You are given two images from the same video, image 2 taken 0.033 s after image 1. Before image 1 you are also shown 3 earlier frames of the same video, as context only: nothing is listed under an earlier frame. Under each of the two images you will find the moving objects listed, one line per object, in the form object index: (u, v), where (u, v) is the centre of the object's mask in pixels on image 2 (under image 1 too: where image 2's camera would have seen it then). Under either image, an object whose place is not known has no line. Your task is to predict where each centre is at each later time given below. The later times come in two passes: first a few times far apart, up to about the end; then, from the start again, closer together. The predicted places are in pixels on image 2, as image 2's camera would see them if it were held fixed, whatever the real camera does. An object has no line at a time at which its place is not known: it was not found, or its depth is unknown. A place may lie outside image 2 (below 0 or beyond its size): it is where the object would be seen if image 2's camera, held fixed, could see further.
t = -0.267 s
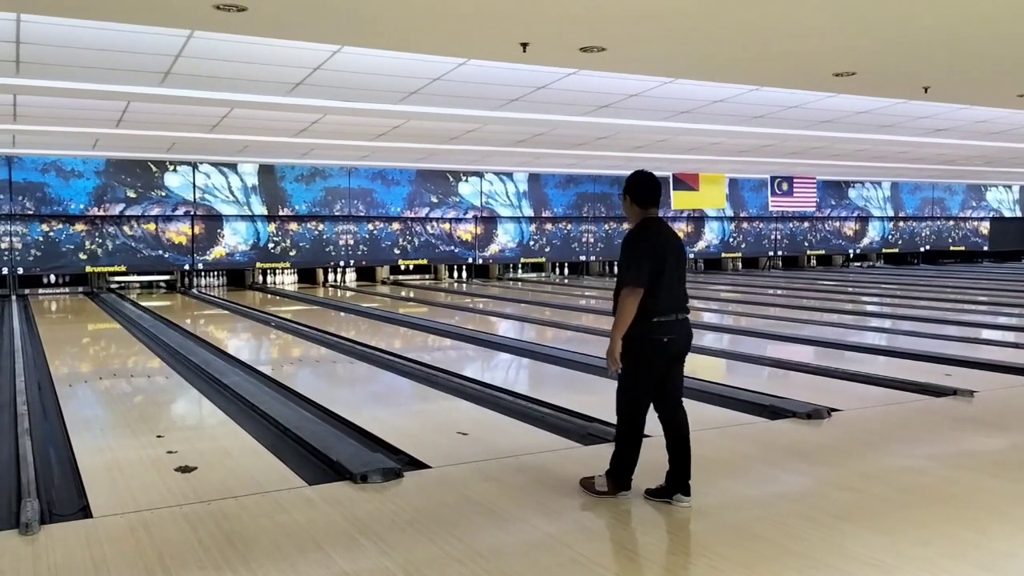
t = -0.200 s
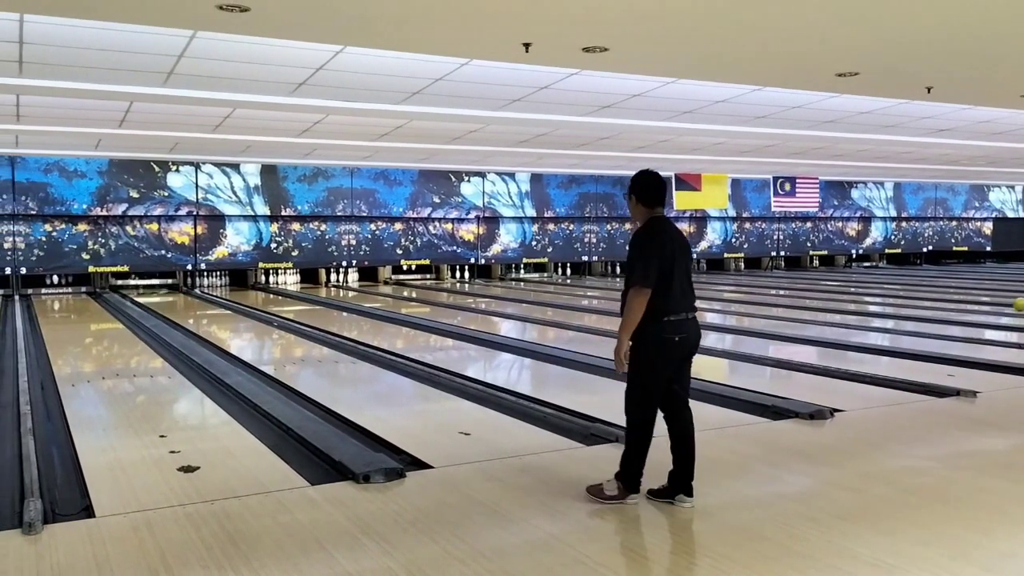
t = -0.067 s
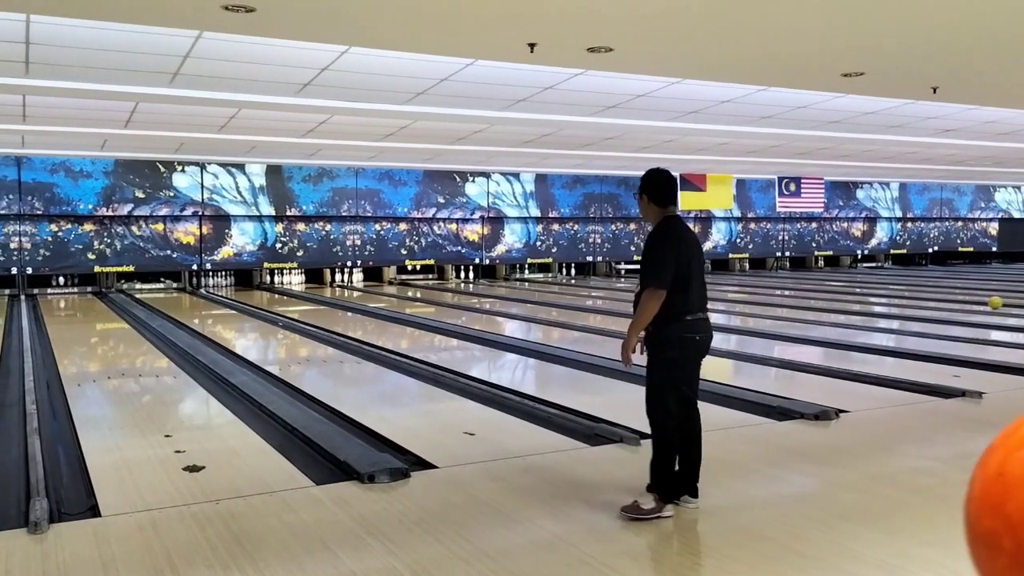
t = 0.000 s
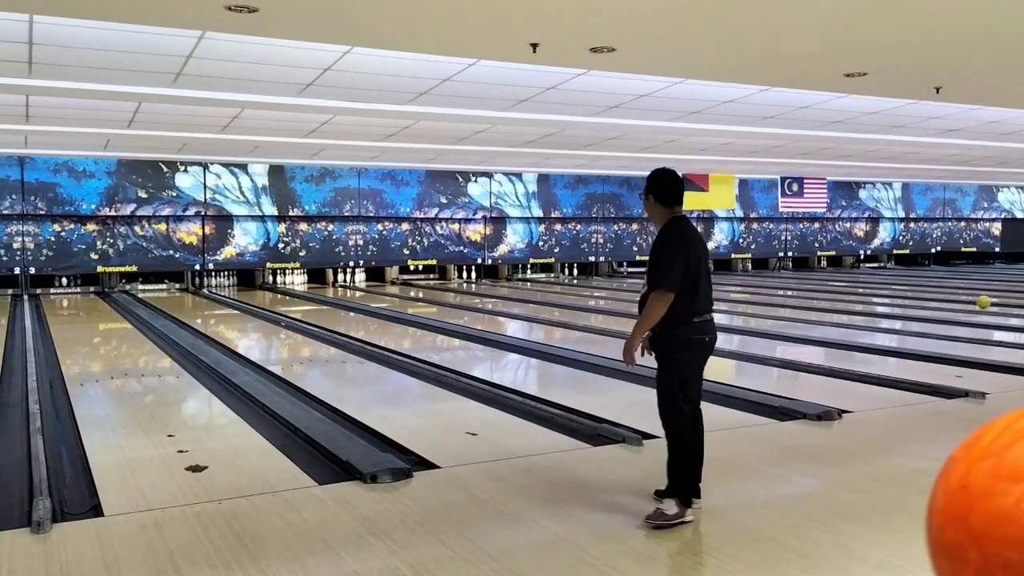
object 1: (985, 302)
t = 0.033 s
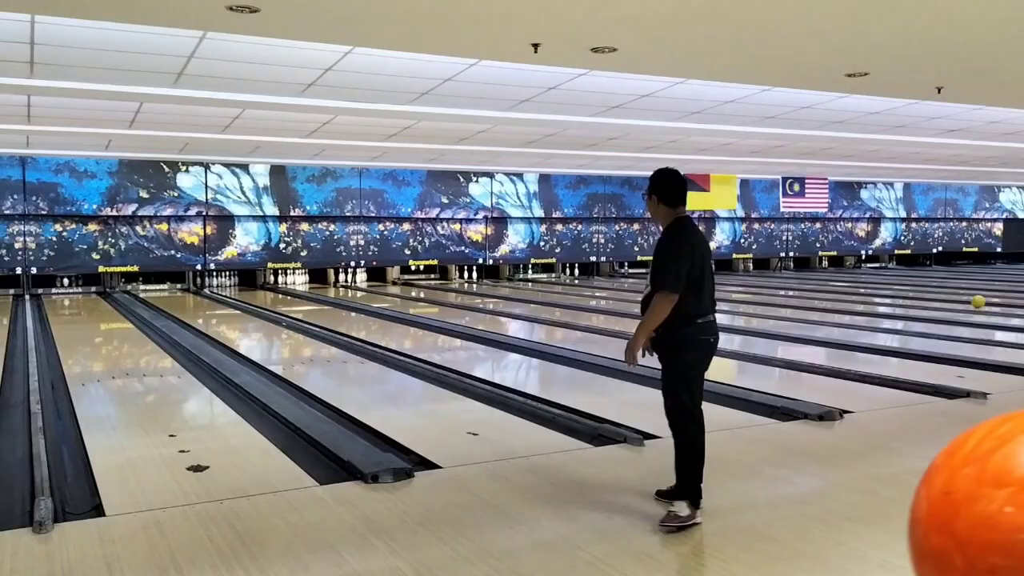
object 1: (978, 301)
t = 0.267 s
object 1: (932, 298)
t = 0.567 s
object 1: (883, 294)
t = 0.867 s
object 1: (840, 291)
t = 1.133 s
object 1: (807, 288)
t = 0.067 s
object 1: (971, 301)
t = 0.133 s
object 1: (958, 300)
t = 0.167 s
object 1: (951, 300)
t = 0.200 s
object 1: (945, 299)
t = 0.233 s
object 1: (938, 299)
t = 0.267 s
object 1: (932, 298)
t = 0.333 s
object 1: (920, 297)
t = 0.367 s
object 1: (914, 297)
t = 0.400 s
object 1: (909, 296)
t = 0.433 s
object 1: (904, 296)
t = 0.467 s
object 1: (898, 295)
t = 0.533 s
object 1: (887, 294)
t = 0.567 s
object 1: (883, 294)
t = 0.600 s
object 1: (878, 294)
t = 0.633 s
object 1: (872, 293)
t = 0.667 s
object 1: (868, 293)
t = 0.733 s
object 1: (858, 292)
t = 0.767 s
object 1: (853, 292)
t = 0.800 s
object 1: (849, 292)
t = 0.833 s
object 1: (844, 291)
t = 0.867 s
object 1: (840, 291)
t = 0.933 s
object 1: (831, 290)
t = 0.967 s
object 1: (826, 290)
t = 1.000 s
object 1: (823, 290)
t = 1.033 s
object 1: (819, 289)
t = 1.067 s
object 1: (814, 289)
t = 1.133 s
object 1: (807, 288)
